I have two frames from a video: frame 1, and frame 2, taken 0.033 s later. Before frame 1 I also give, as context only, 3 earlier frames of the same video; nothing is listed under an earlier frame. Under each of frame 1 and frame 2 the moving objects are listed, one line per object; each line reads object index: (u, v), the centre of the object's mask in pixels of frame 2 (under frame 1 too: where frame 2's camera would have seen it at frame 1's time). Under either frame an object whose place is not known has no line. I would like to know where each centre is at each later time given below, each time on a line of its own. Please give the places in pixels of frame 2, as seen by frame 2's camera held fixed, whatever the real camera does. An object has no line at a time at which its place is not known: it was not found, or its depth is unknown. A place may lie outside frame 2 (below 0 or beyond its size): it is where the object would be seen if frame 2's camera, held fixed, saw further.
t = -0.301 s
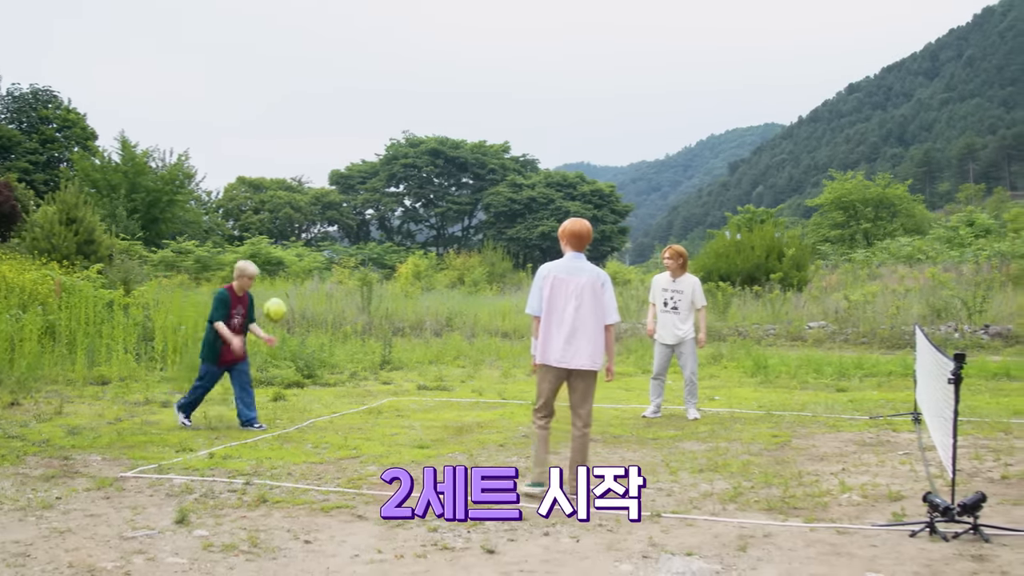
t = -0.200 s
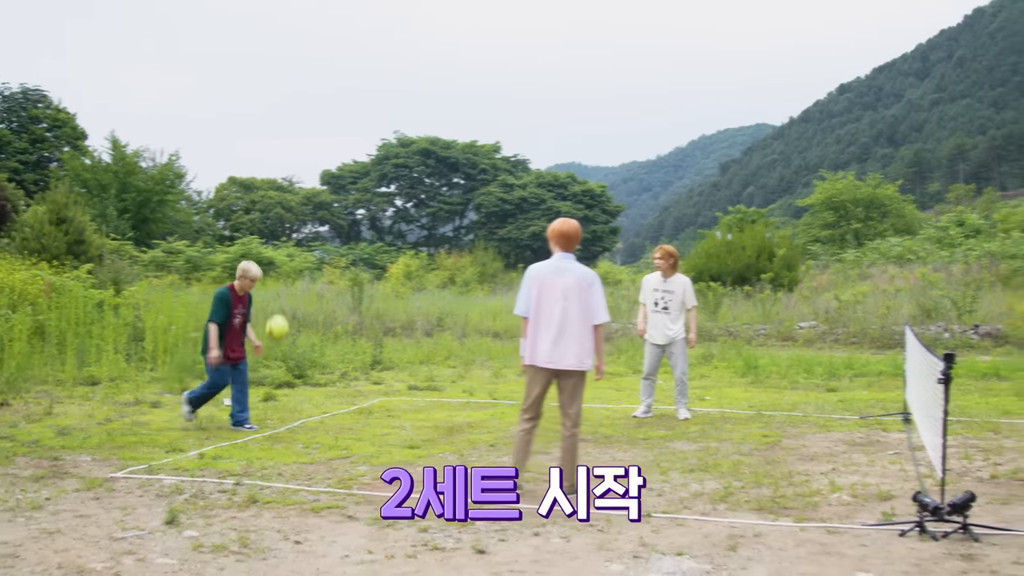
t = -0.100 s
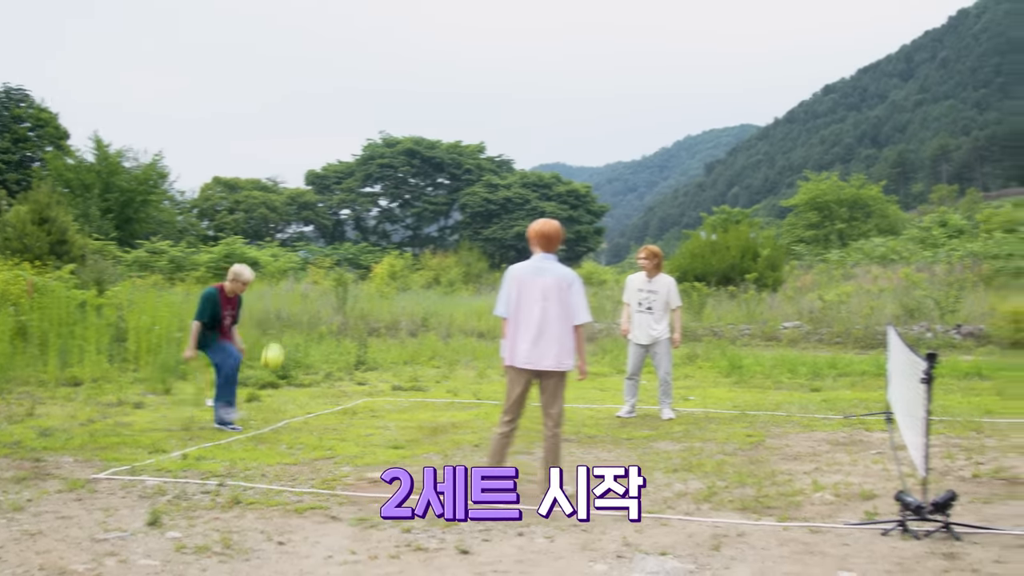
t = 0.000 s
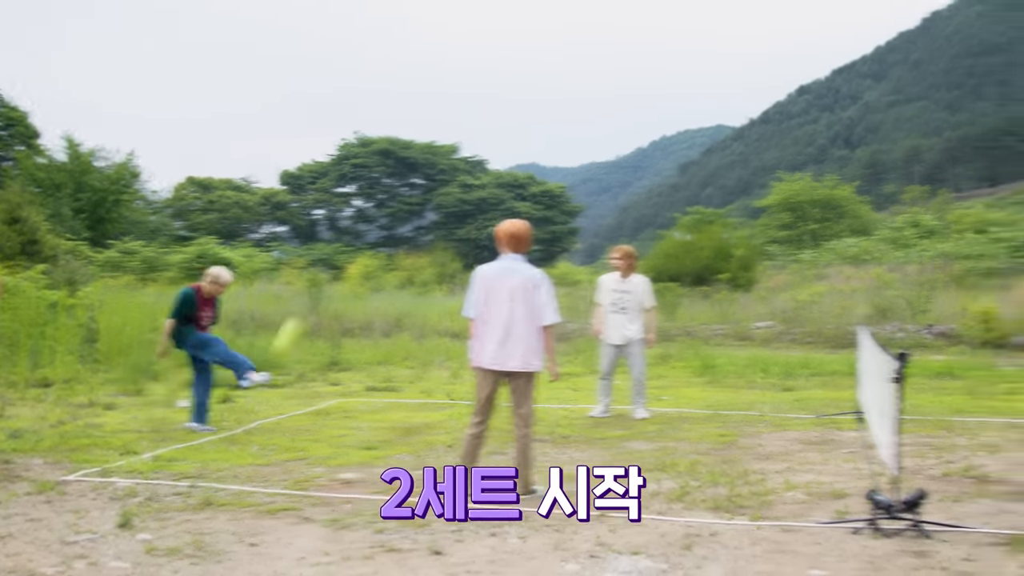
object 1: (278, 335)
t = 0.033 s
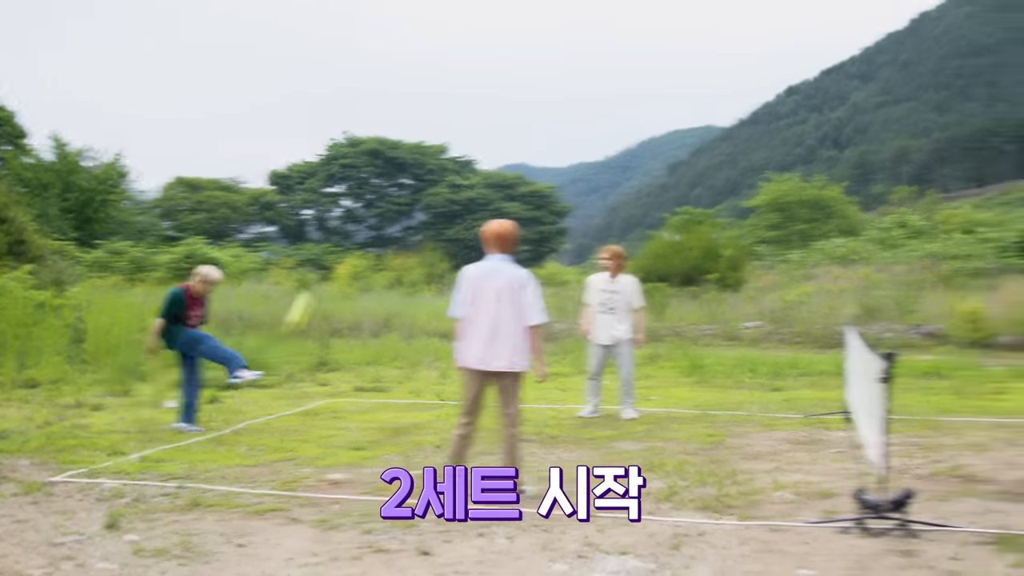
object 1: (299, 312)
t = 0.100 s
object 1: (344, 262)
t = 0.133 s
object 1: (368, 236)
